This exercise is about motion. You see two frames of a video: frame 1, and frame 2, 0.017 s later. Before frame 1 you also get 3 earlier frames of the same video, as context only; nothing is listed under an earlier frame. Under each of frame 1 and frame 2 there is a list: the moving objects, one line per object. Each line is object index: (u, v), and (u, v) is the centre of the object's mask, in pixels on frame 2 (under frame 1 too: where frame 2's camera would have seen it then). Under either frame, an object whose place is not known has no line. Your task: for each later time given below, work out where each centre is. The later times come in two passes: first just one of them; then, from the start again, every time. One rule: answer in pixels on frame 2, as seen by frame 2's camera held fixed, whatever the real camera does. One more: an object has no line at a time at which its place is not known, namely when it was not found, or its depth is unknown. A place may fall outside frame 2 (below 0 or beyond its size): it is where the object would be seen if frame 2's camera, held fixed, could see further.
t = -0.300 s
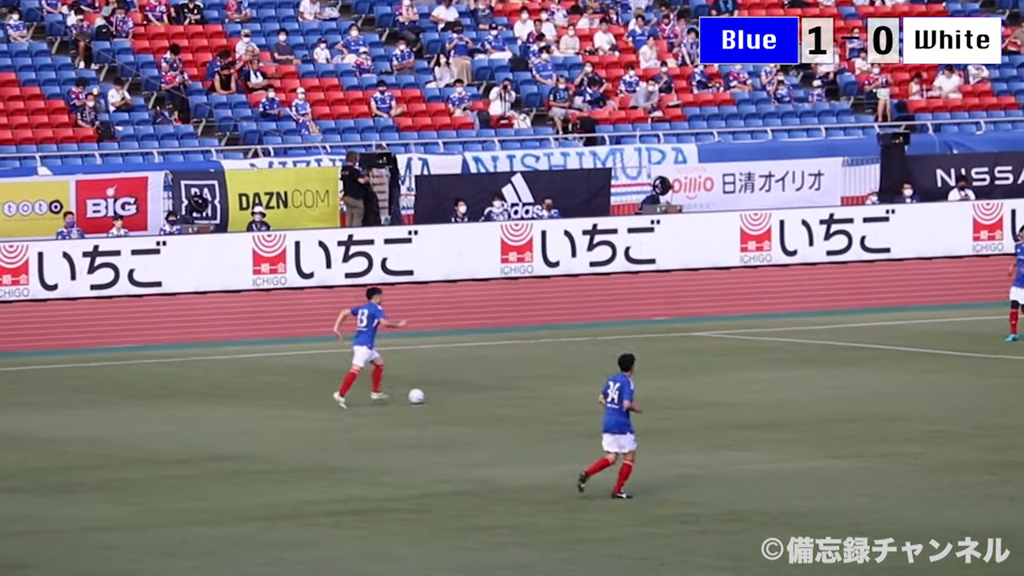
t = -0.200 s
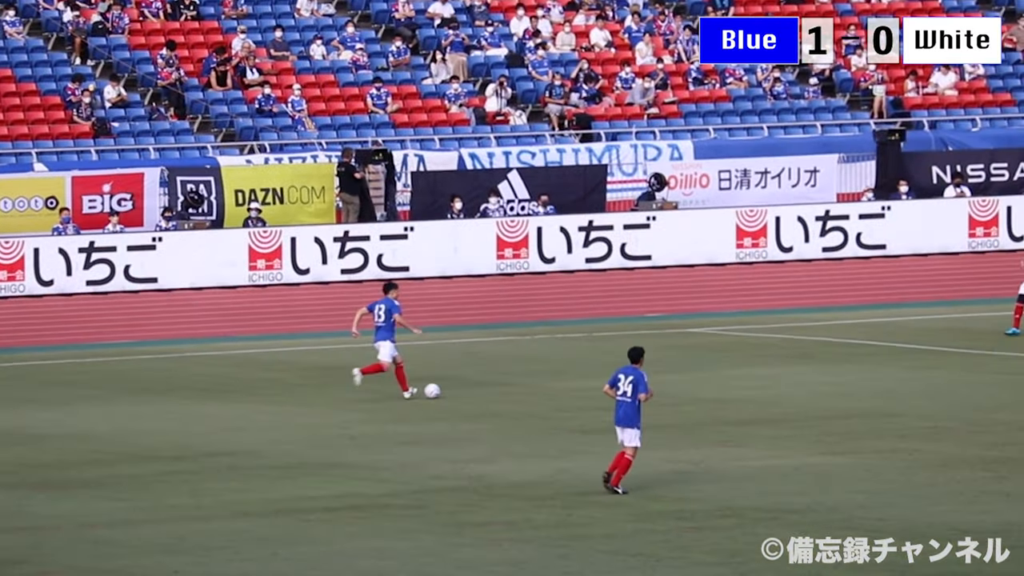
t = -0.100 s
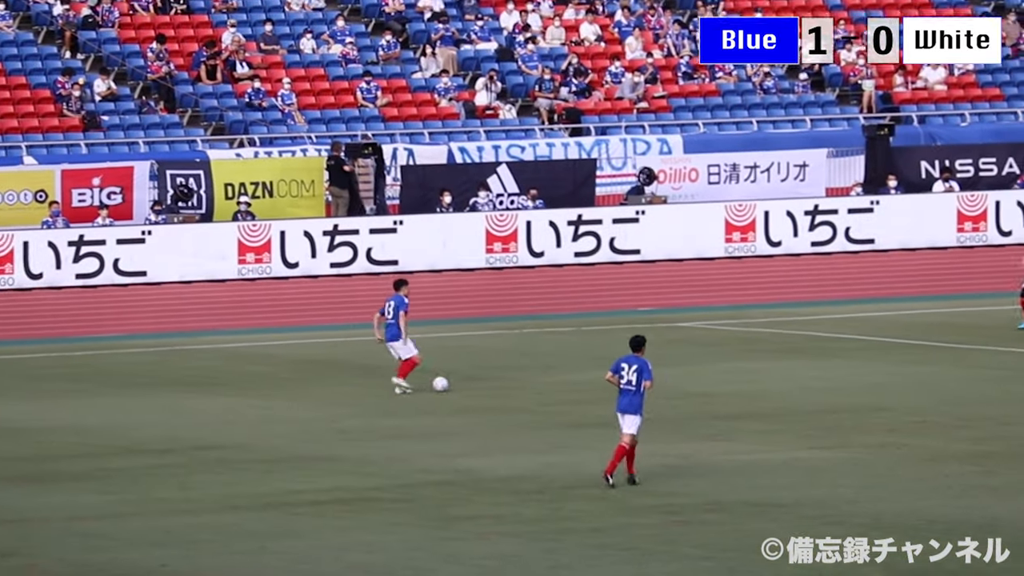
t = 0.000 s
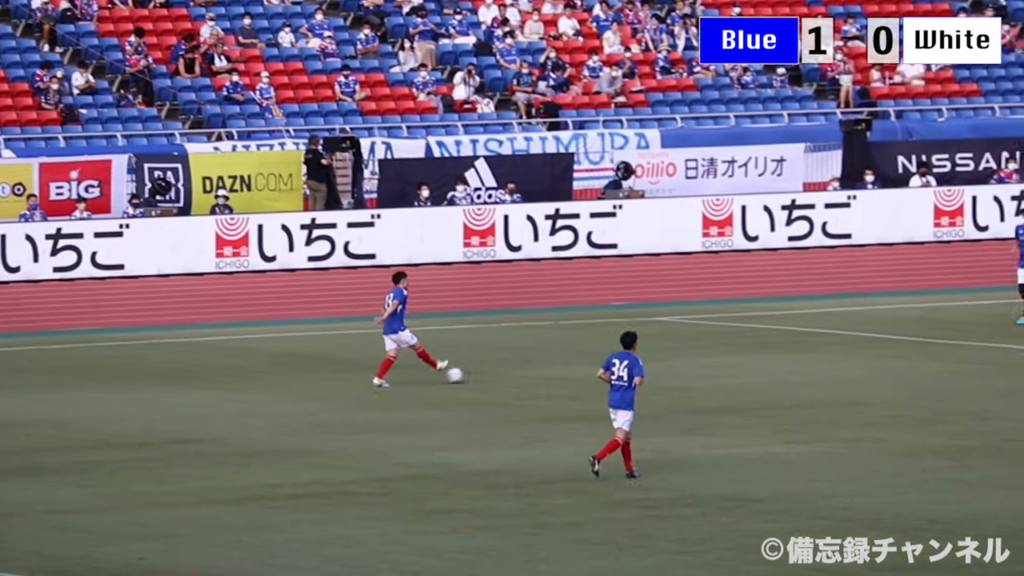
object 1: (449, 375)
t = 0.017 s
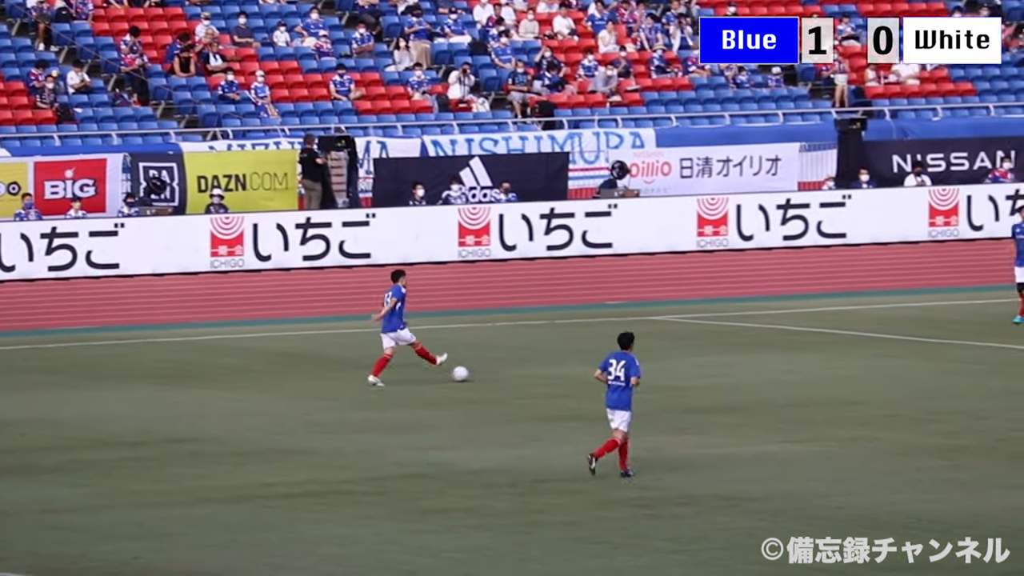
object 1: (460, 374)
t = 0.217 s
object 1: (582, 366)
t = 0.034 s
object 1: (471, 373)
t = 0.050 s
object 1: (481, 372)
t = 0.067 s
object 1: (492, 372)
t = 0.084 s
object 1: (503, 371)
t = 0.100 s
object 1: (513, 371)
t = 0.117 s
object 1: (523, 370)
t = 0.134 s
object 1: (533, 369)
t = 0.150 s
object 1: (543, 369)
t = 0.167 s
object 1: (553, 368)
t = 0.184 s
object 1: (562, 368)
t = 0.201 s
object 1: (572, 367)
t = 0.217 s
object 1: (582, 366)
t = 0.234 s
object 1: (590, 365)
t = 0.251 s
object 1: (599, 364)
